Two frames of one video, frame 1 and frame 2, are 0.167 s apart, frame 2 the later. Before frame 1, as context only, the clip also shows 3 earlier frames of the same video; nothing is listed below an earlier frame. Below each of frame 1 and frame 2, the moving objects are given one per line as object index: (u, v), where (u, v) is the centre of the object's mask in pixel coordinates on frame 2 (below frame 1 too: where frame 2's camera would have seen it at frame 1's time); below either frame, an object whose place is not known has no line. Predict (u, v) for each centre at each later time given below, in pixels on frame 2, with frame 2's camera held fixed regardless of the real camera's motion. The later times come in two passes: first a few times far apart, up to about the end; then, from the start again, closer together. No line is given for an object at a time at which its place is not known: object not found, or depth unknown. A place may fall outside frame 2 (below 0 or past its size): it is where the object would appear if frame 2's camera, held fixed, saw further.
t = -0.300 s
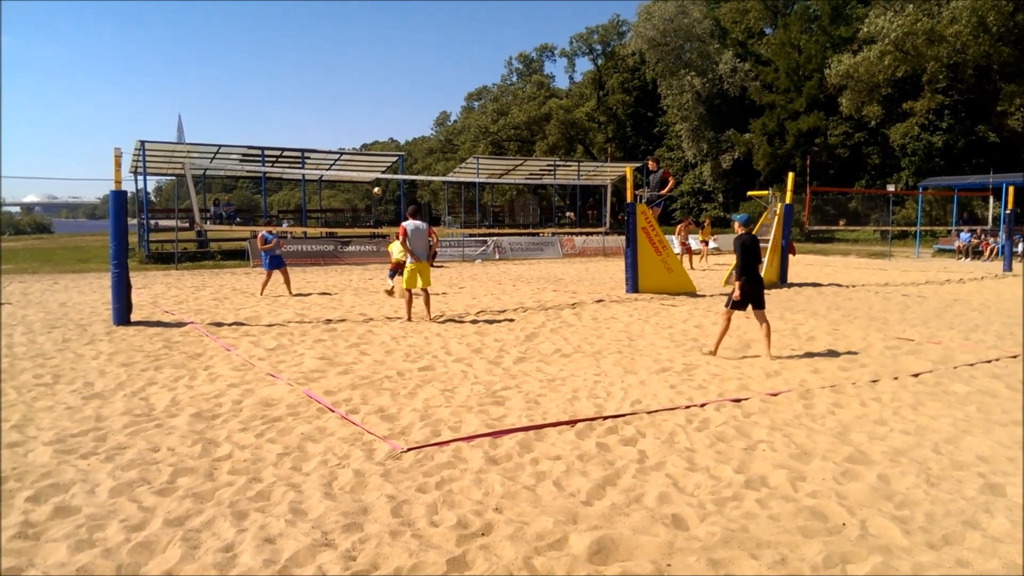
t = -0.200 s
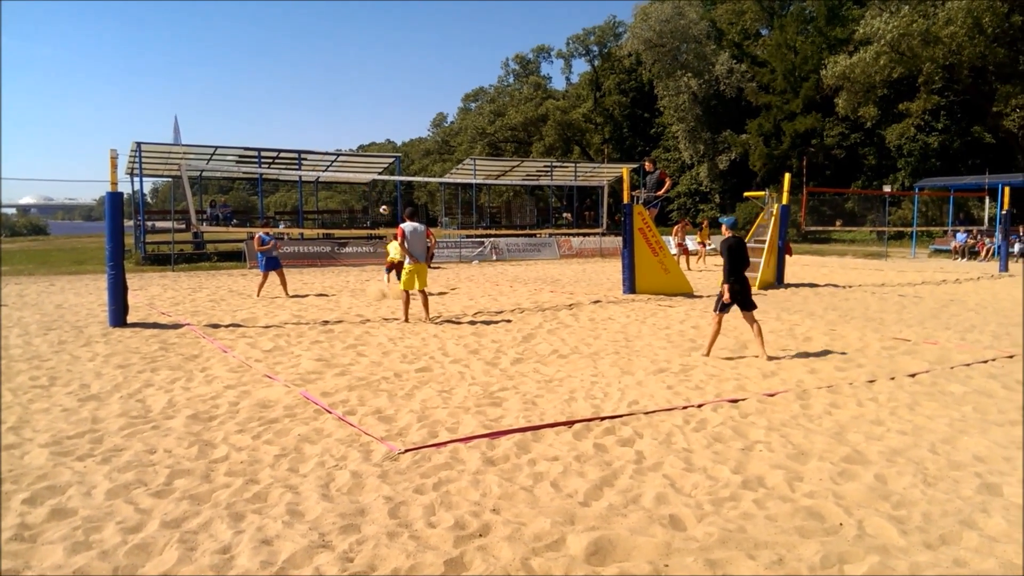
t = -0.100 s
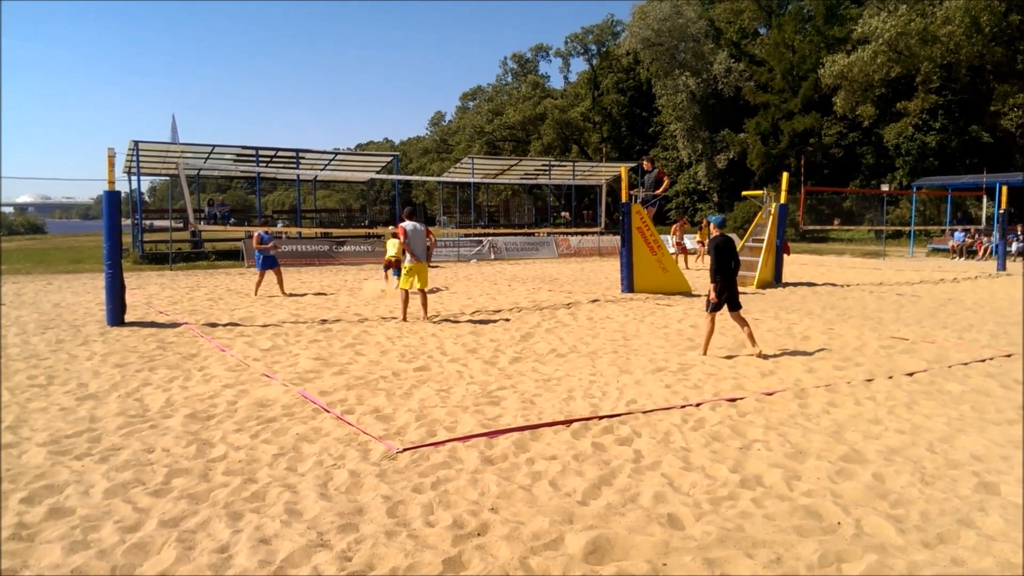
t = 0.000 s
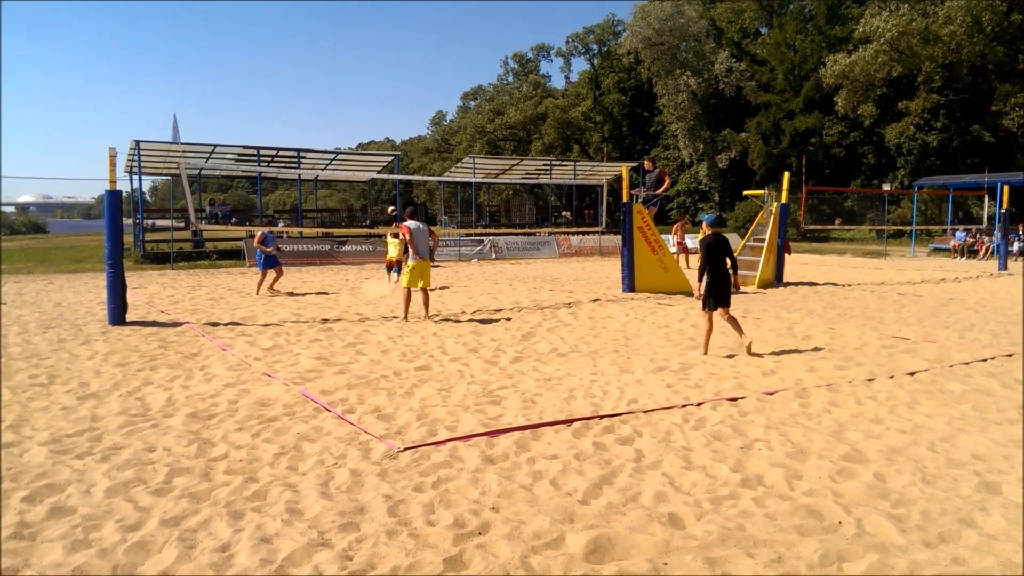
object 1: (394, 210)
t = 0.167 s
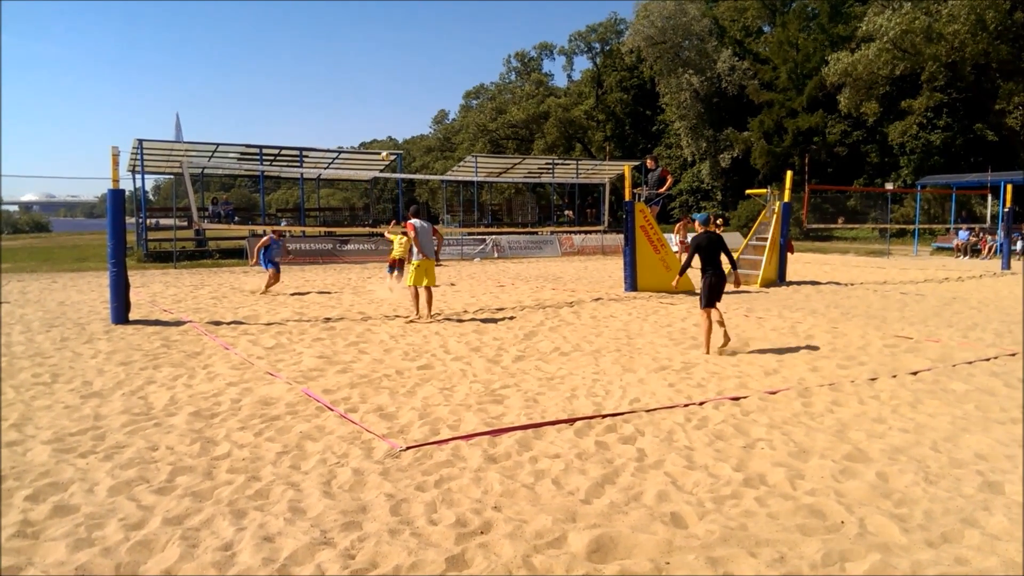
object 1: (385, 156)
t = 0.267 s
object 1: (380, 128)
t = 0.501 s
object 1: (368, 75)
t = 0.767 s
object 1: (355, 39)
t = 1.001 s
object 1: (344, 34)
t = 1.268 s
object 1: (332, 60)
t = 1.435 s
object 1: (326, 96)
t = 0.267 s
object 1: (380, 128)
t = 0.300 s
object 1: (378, 119)
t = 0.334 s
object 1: (377, 111)
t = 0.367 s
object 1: (375, 103)
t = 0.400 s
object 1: (373, 95)
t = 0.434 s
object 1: (372, 87)
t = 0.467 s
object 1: (370, 81)
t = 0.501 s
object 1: (368, 75)
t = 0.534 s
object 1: (367, 68)
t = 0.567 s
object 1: (365, 63)
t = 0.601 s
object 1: (364, 58)
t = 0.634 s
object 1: (362, 54)
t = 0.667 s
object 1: (360, 49)
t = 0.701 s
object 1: (358, 45)
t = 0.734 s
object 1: (356, 43)
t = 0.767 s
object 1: (355, 39)
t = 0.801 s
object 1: (353, 37)
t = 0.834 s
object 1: (351, 35)
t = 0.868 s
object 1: (350, 34)
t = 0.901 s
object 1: (349, 33)
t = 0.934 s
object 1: (347, 33)
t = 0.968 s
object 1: (345, 33)
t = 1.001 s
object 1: (344, 34)
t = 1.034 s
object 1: (342, 35)
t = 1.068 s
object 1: (341, 37)
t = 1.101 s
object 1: (339, 39)
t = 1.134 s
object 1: (338, 42)
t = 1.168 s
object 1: (336, 45)
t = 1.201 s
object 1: (335, 49)
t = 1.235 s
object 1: (333, 54)
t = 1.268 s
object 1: (332, 60)
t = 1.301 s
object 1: (330, 66)
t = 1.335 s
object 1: (329, 72)
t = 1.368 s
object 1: (328, 80)
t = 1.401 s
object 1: (327, 87)
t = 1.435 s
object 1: (326, 96)
